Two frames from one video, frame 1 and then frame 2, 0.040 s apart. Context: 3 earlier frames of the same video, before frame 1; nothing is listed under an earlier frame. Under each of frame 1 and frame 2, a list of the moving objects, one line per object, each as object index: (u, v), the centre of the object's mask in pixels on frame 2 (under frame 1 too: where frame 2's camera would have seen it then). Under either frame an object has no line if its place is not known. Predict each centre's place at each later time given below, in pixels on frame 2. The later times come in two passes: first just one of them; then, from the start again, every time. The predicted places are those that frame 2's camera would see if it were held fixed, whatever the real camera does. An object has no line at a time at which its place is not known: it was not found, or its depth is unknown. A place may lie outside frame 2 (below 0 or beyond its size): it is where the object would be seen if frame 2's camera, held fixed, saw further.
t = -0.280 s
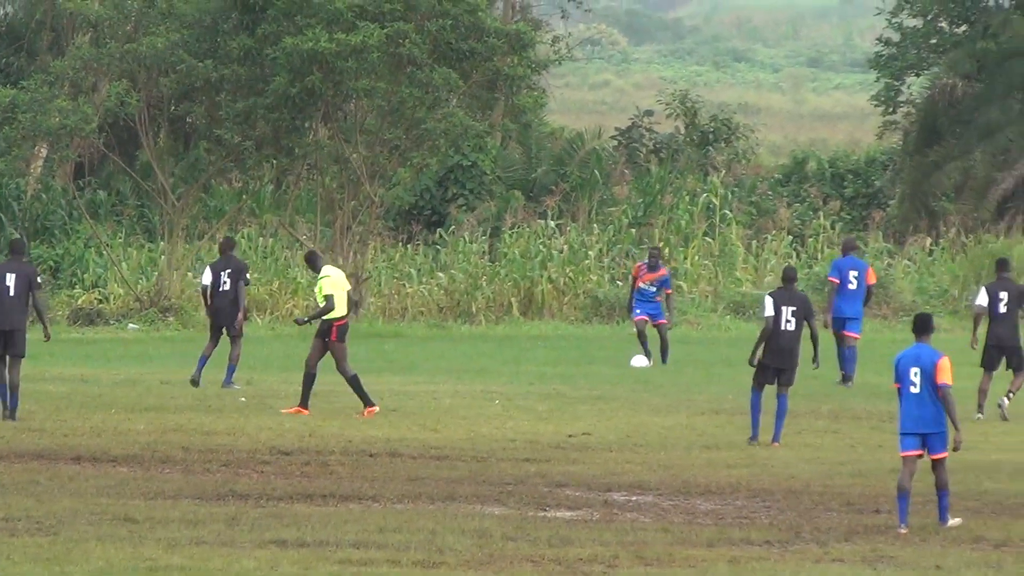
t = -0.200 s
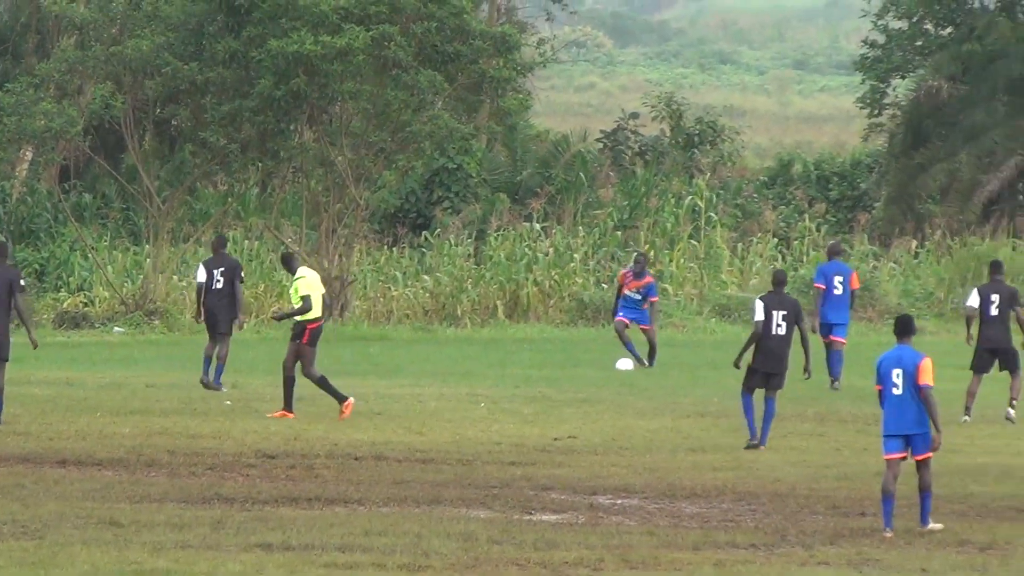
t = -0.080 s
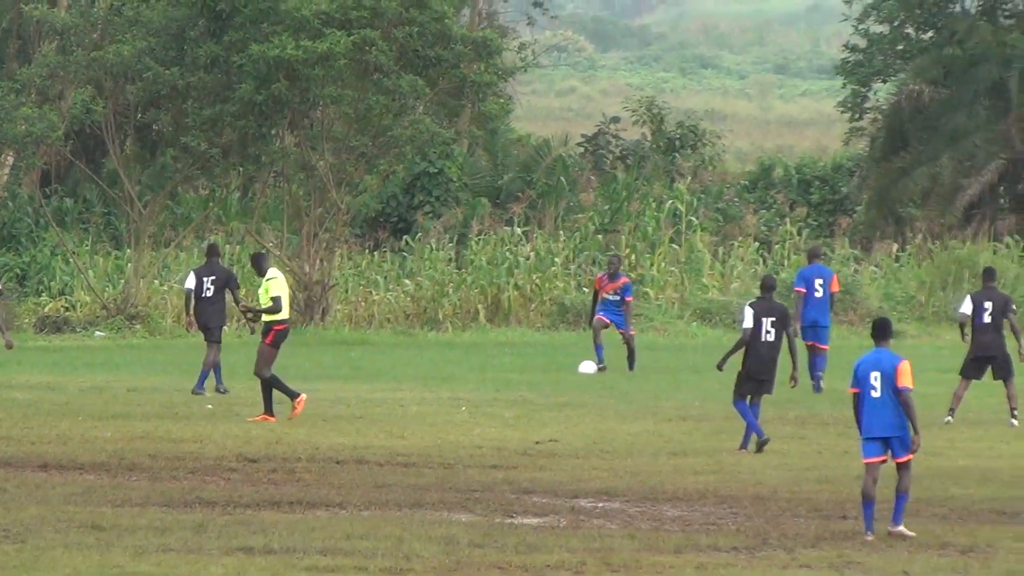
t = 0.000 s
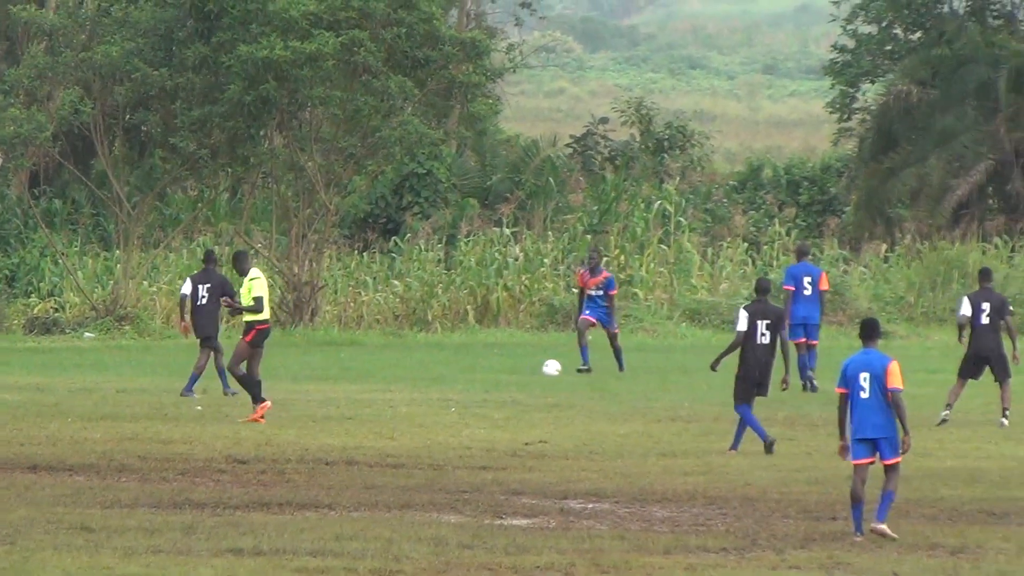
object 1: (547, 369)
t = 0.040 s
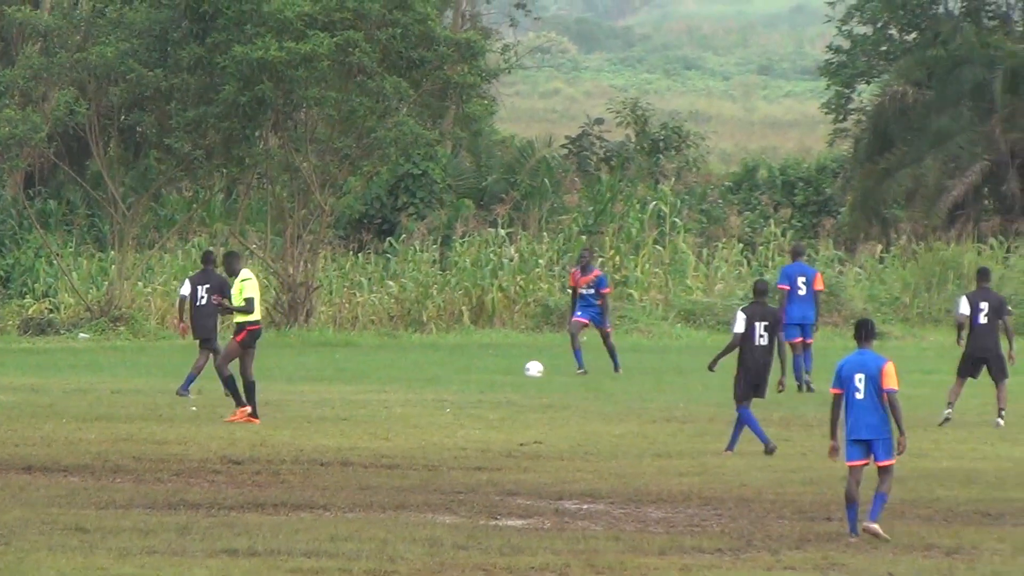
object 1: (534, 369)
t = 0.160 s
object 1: (501, 371)
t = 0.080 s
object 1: (522, 370)
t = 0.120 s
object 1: (510, 372)
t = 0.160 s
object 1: (501, 371)
